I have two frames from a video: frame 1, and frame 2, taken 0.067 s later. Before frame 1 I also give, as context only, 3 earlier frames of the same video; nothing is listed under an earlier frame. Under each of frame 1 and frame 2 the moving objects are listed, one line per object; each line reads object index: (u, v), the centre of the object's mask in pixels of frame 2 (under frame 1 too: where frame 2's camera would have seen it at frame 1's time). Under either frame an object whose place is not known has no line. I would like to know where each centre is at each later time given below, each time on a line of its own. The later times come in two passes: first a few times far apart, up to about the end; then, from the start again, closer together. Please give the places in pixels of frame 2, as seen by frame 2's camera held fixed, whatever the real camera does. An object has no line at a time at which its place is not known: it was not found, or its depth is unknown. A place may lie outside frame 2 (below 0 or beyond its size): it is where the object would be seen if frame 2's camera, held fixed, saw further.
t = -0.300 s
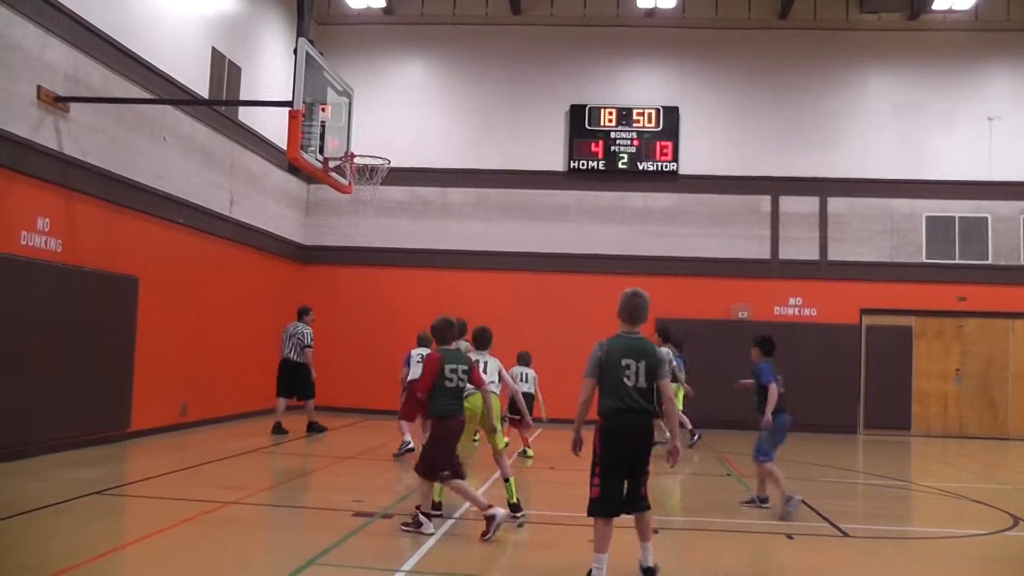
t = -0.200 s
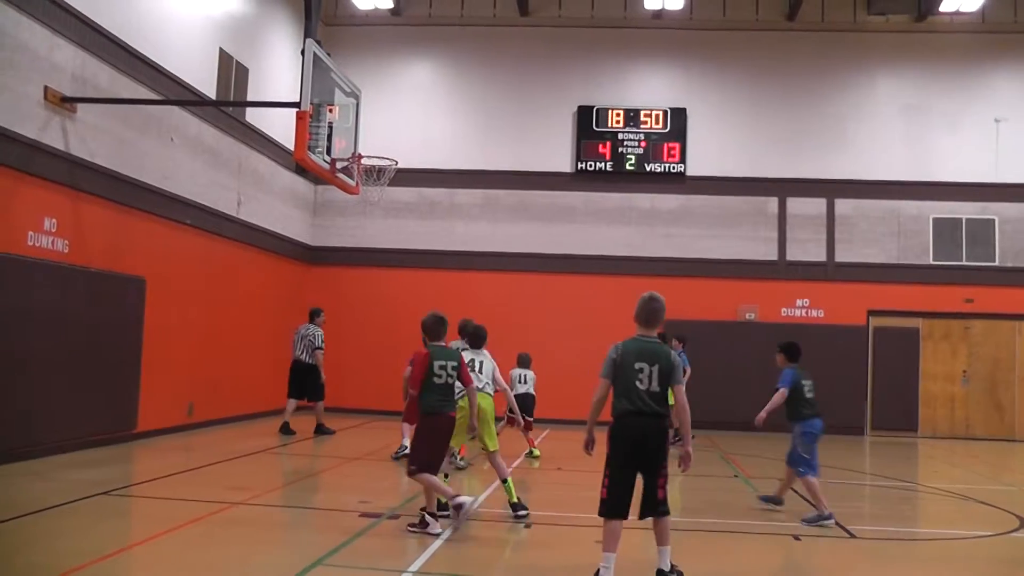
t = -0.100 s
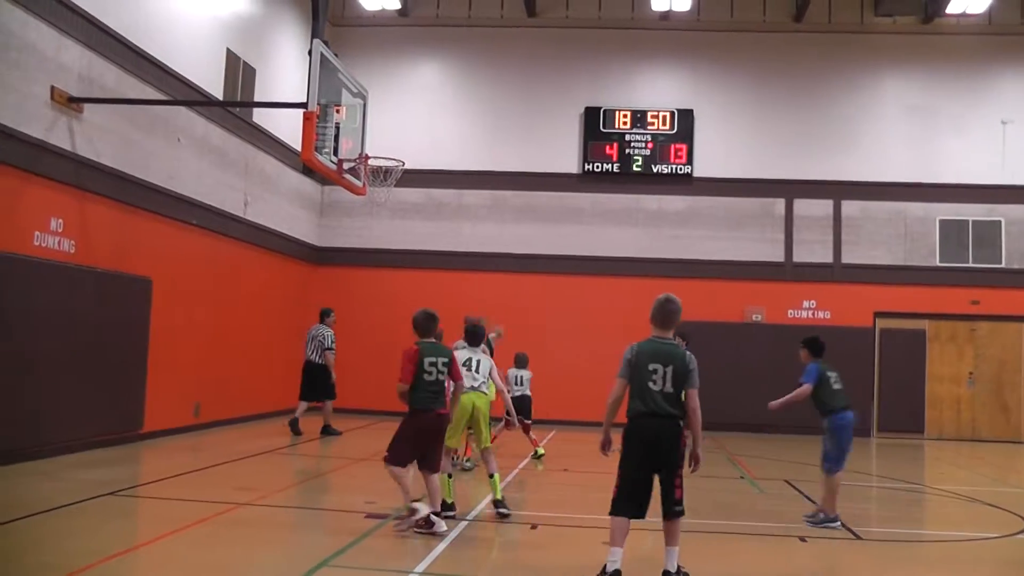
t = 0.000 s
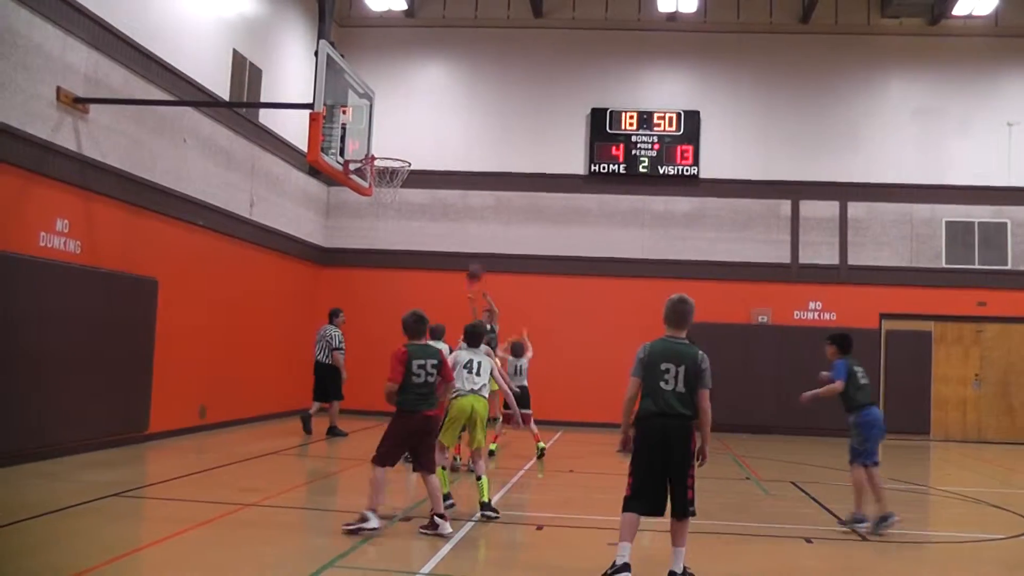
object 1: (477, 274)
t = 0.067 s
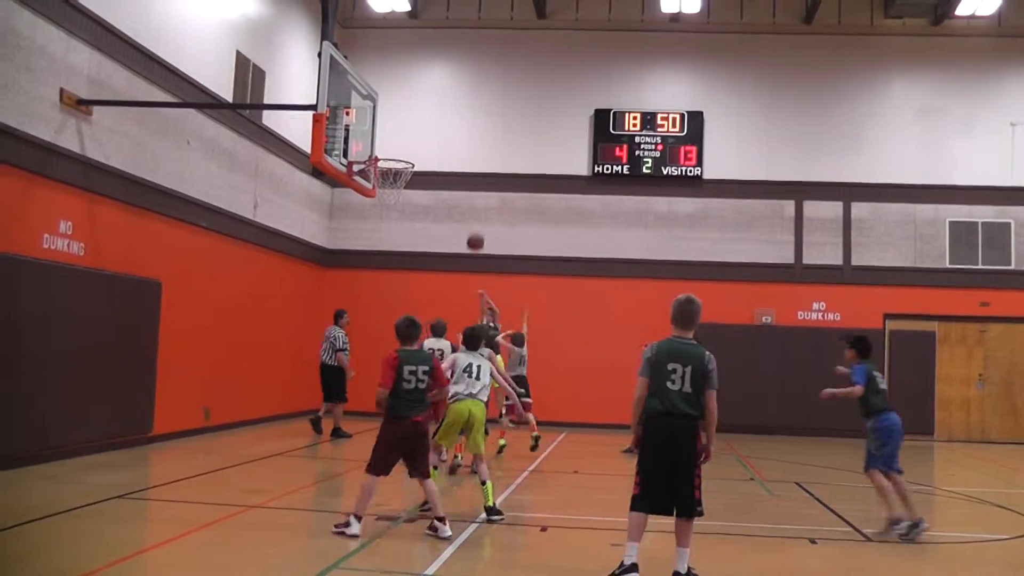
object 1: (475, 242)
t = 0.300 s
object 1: (462, 150)
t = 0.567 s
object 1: (442, 86)
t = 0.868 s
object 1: (416, 76)
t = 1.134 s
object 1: (384, 139)
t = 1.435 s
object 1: (408, 186)
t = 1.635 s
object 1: (386, 223)
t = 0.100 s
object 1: (474, 227)
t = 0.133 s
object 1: (472, 213)
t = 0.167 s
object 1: (470, 199)
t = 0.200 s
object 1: (469, 185)
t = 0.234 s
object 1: (466, 174)
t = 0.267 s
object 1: (464, 161)
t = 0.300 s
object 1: (462, 150)
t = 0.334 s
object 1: (459, 139)
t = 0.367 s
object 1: (457, 130)
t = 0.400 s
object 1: (455, 120)
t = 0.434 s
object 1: (452, 112)
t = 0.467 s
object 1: (450, 105)
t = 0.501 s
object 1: (447, 97)
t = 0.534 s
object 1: (445, 91)
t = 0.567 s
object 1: (442, 86)
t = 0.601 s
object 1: (440, 81)
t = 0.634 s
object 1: (437, 78)
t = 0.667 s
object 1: (435, 75)
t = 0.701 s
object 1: (432, 73)
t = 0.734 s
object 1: (430, 71)
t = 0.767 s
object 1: (427, 71)
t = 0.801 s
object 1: (423, 72)
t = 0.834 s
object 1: (420, 74)
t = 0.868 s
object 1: (416, 76)
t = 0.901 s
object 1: (412, 80)
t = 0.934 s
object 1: (406, 86)
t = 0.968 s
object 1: (403, 92)
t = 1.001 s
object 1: (400, 99)
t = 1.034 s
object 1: (397, 106)
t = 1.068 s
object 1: (393, 116)
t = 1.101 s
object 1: (389, 127)
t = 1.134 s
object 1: (384, 139)
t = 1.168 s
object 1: (379, 152)
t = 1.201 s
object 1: (383, 165)
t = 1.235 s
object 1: (393, 174)
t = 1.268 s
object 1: (405, 183)
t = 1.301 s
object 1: (413, 182)
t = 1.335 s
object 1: (413, 181)
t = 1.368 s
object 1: (413, 182)
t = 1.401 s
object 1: (411, 184)
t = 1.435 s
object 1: (408, 186)
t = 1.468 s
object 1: (406, 188)
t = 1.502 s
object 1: (402, 196)
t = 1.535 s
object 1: (398, 202)
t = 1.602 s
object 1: (390, 214)
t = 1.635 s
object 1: (386, 223)
